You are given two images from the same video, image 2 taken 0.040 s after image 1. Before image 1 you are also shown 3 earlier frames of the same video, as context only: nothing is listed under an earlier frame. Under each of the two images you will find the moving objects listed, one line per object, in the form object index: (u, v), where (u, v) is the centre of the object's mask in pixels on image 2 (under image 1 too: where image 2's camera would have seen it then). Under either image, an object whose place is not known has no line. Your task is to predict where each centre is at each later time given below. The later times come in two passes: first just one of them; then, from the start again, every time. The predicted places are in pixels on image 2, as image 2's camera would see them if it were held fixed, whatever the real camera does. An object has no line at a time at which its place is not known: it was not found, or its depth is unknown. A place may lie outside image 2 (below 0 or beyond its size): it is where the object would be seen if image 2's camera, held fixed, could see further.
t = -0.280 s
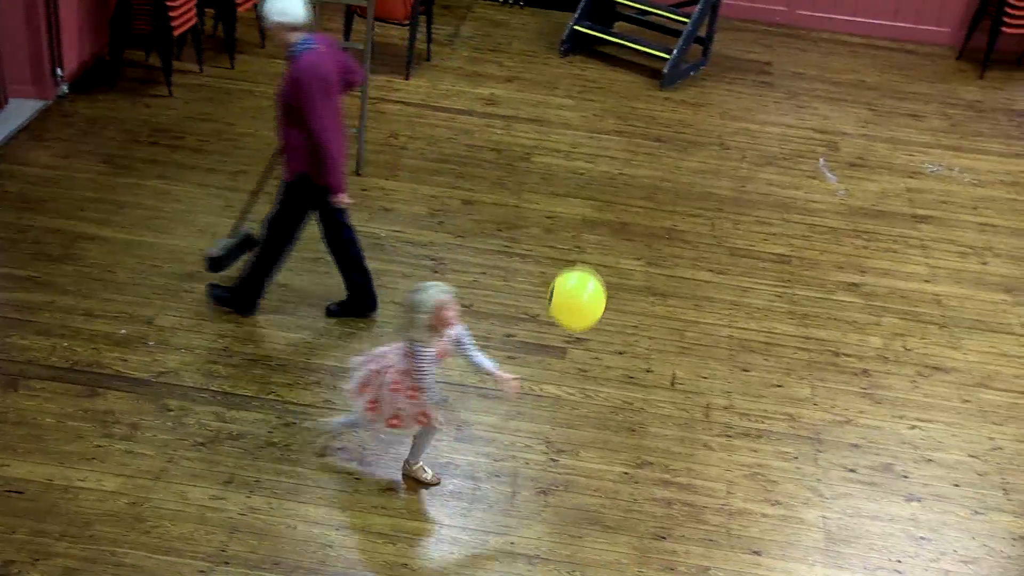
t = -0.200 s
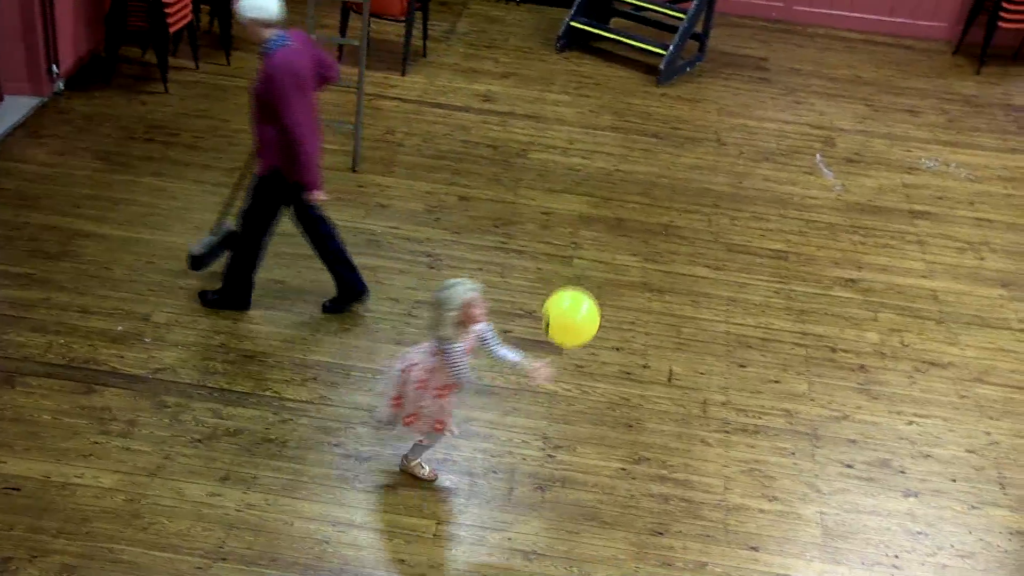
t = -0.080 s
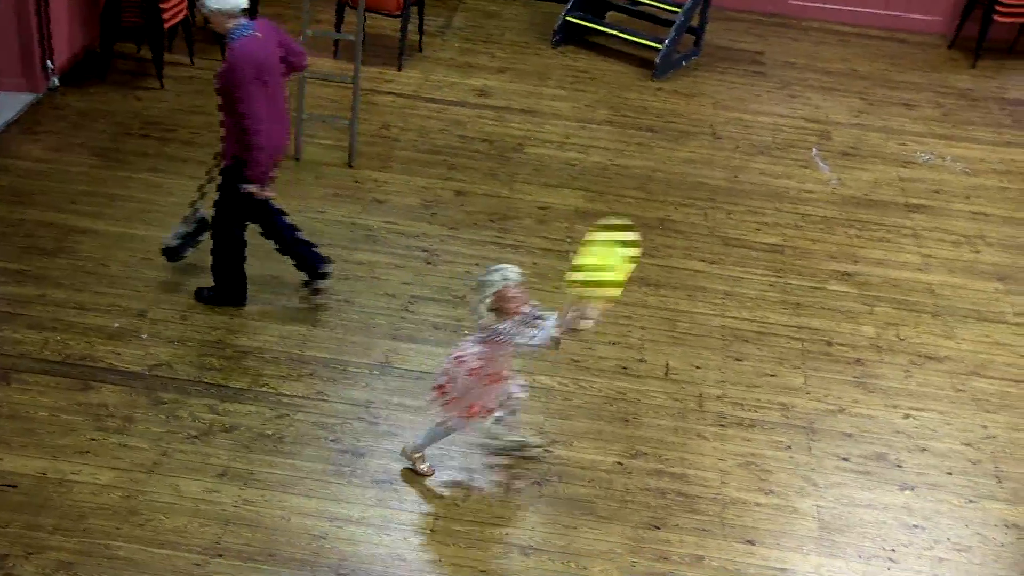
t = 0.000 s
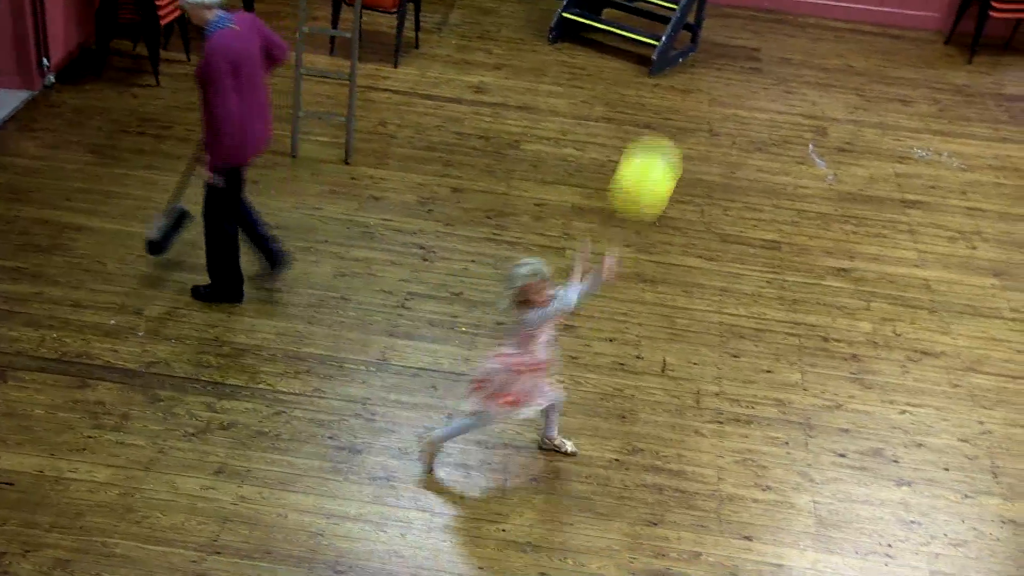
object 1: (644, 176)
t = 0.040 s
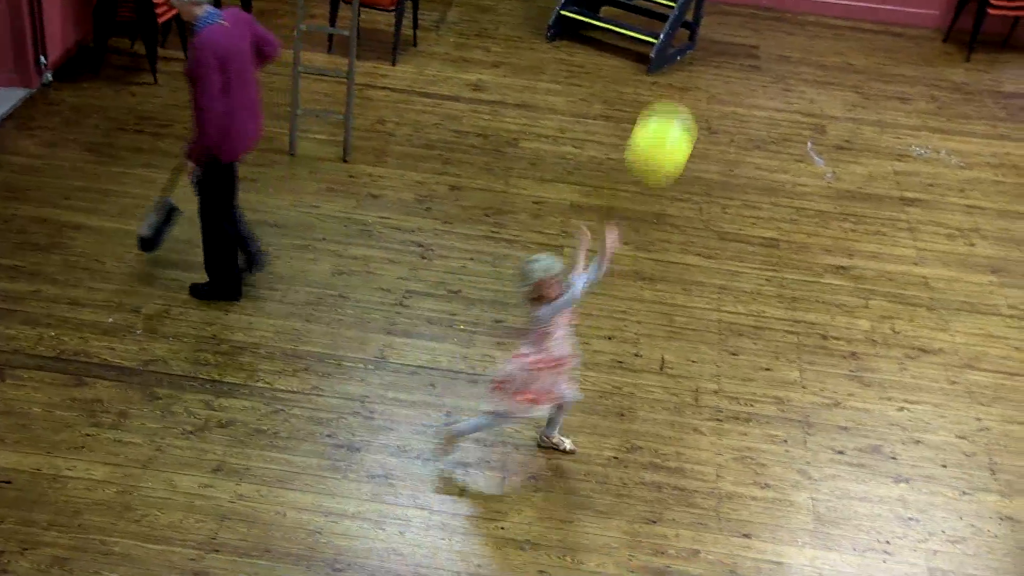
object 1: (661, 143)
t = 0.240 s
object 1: (712, 52)
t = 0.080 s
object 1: (676, 115)
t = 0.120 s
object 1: (687, 94)
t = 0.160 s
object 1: (698, 77)
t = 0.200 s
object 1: (706, 62)
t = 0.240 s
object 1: (712, 52)
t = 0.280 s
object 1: (715, 44)
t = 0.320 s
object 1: (717, 39)
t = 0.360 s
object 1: (718, 35)
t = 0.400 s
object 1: (718, 33)
